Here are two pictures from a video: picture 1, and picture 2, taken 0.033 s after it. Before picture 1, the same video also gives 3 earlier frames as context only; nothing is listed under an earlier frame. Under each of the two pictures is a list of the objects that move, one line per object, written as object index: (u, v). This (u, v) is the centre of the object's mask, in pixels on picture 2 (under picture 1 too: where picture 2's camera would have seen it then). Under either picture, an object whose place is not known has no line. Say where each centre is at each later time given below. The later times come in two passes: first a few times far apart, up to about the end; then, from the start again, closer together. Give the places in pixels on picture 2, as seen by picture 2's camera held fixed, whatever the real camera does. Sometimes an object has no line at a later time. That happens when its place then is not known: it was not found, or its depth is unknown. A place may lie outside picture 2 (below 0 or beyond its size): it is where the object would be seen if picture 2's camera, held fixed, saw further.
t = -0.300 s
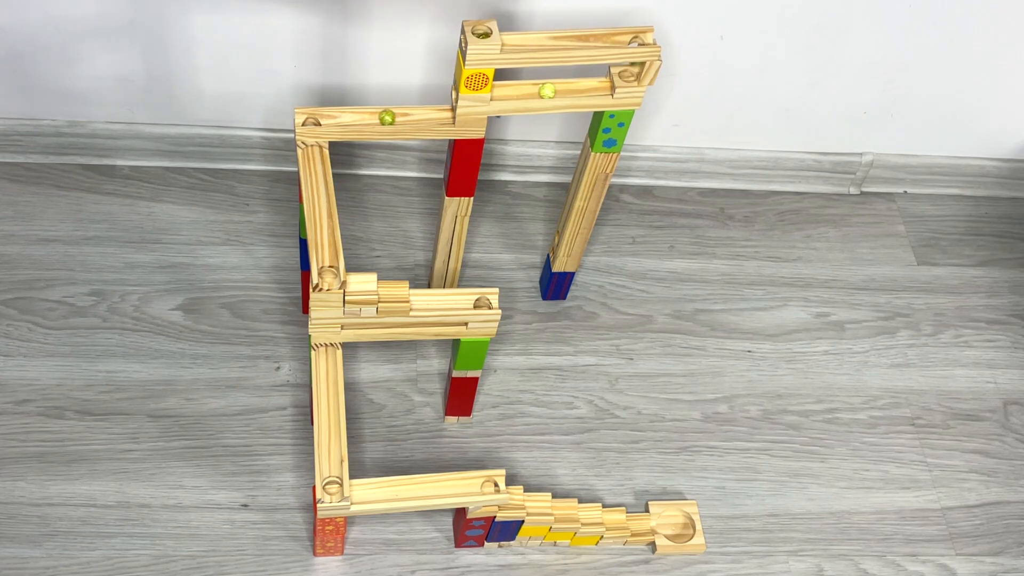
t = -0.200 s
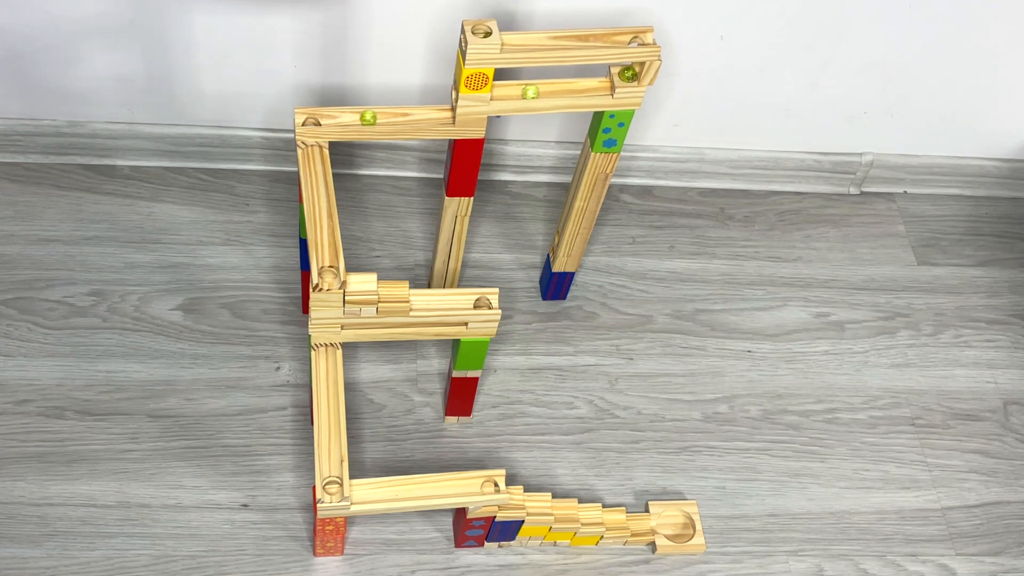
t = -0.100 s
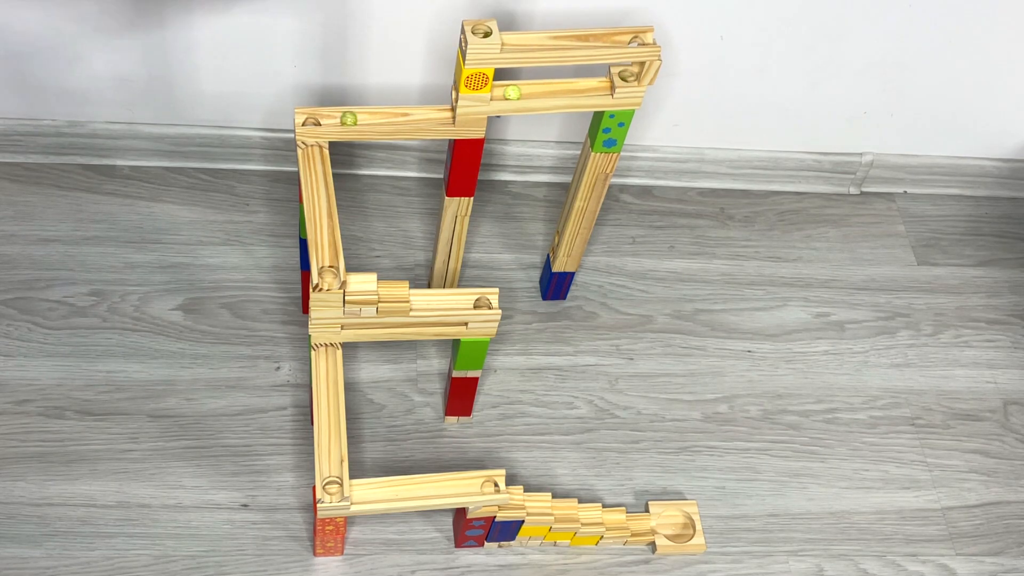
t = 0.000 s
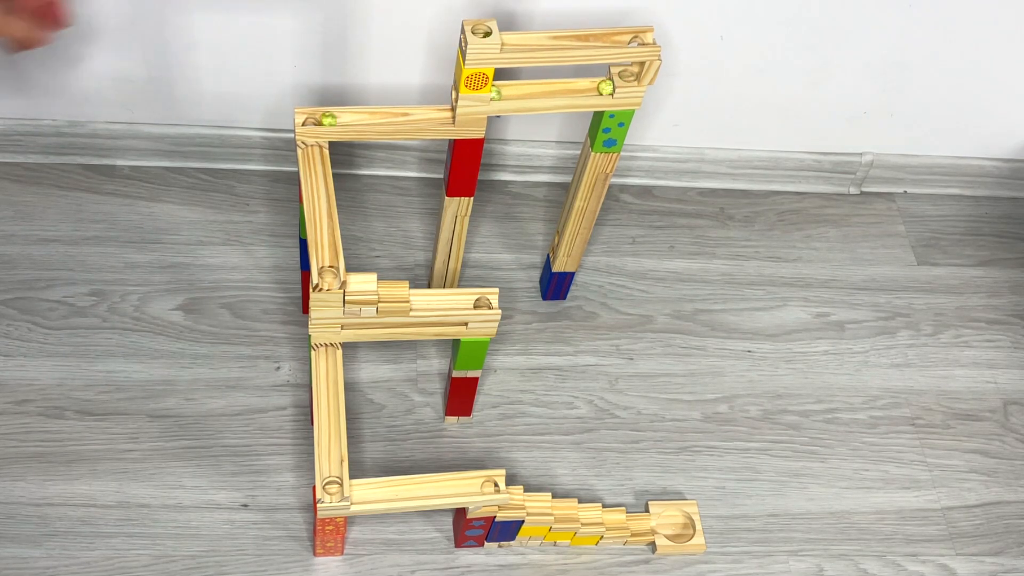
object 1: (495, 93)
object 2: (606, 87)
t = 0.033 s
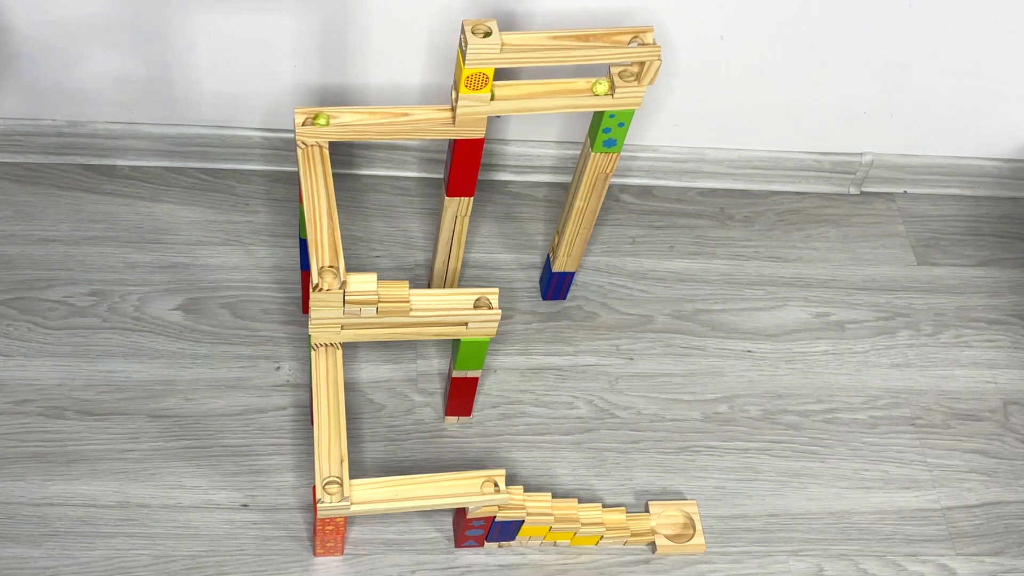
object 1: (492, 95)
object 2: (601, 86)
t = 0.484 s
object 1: (430, 116)
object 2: (518, 92)
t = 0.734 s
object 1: (393, 117)
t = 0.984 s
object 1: (347, 119)
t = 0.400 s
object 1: (441, 116)
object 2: (535, 91)
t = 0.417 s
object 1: (439, 116)
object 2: (532, 91)
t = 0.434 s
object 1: (437, 116)
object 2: (528, 91)
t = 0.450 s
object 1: (435, 115)
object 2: (525, 92)
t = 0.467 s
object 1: (433, 116)
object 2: (521, 92)
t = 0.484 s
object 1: (430, 116)
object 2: (518, 92)
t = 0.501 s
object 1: (428, 116)
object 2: (515, 93)
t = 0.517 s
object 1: (426, 117)
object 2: (511, 93)
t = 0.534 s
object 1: (424, 117)
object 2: (508, 93)
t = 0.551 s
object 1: (421, 117)
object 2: (504, 93)
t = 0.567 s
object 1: (419, 116)
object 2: (500, 93)
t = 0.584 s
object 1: (417, 116)
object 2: (498, 93)
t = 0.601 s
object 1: (414, 116)
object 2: (496, 93)
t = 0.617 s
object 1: (412, 116)
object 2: (495, 94)
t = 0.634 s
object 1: (409, 117)
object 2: (490, 93)
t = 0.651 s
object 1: (407, 117)
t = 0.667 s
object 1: (404, 117)
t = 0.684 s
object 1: (402, 117)
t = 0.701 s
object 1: (399, 117)
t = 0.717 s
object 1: (396, 117)
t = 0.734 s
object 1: (393, 117)
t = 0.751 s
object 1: (391, 117)
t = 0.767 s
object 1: (388, 118)
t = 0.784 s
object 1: (385, 118)
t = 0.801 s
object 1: (382, 118)
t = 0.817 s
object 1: (379, 118)
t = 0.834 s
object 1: (376, 118)
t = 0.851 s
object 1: (373, 118)
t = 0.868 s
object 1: (370, 118)
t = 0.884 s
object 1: (367, 118)
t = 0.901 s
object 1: (364, 118)
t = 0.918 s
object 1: (360, 118)
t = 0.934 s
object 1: (357, 118)
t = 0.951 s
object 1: (354, 118)
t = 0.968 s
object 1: (350, 119)
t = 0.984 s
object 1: (347, 119)
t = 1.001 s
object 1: (343, 119)
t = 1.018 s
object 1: (340, 119)
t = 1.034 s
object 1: (336, 119)
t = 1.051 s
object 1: (333, 119)
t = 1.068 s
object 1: (329, 119)
